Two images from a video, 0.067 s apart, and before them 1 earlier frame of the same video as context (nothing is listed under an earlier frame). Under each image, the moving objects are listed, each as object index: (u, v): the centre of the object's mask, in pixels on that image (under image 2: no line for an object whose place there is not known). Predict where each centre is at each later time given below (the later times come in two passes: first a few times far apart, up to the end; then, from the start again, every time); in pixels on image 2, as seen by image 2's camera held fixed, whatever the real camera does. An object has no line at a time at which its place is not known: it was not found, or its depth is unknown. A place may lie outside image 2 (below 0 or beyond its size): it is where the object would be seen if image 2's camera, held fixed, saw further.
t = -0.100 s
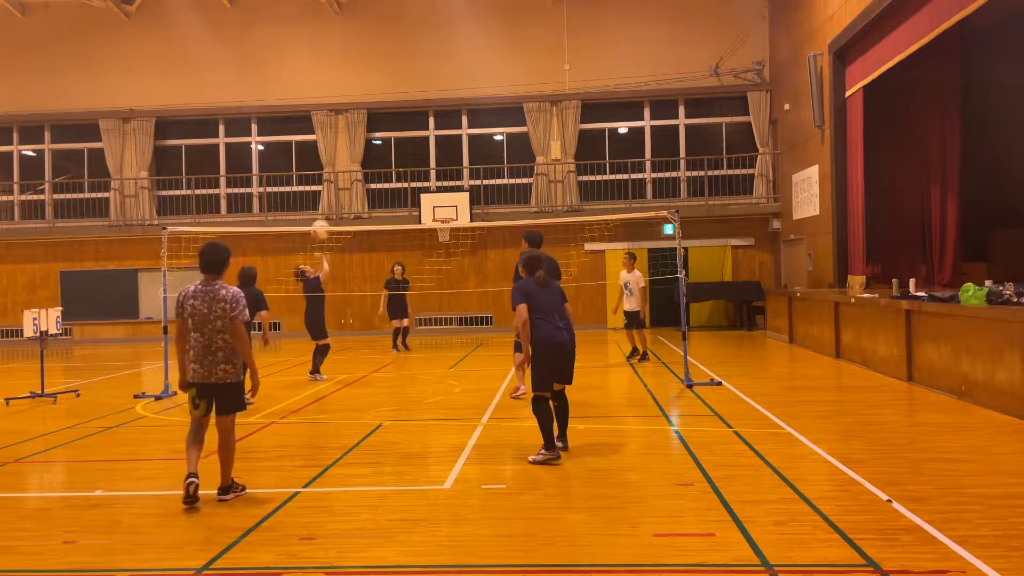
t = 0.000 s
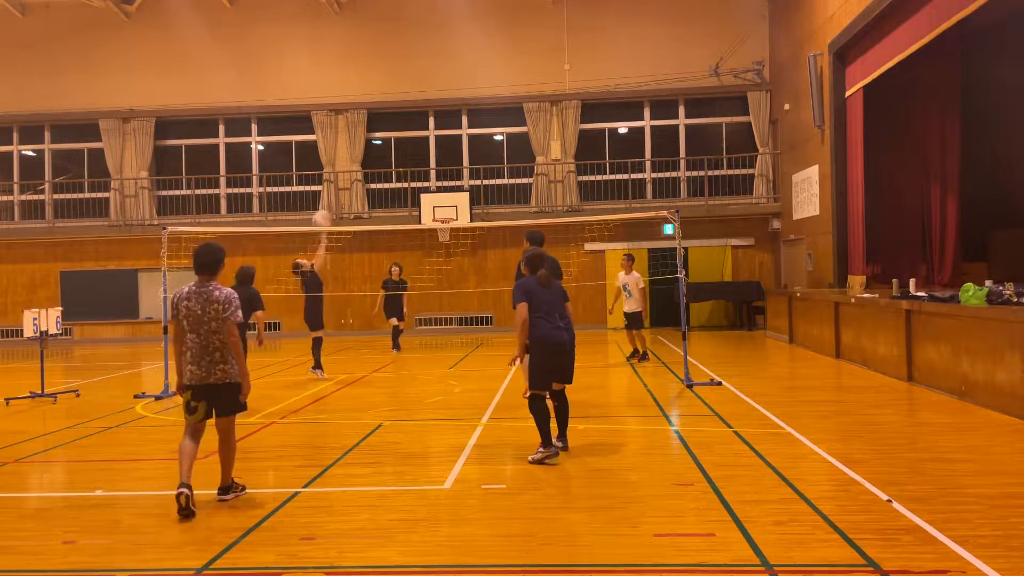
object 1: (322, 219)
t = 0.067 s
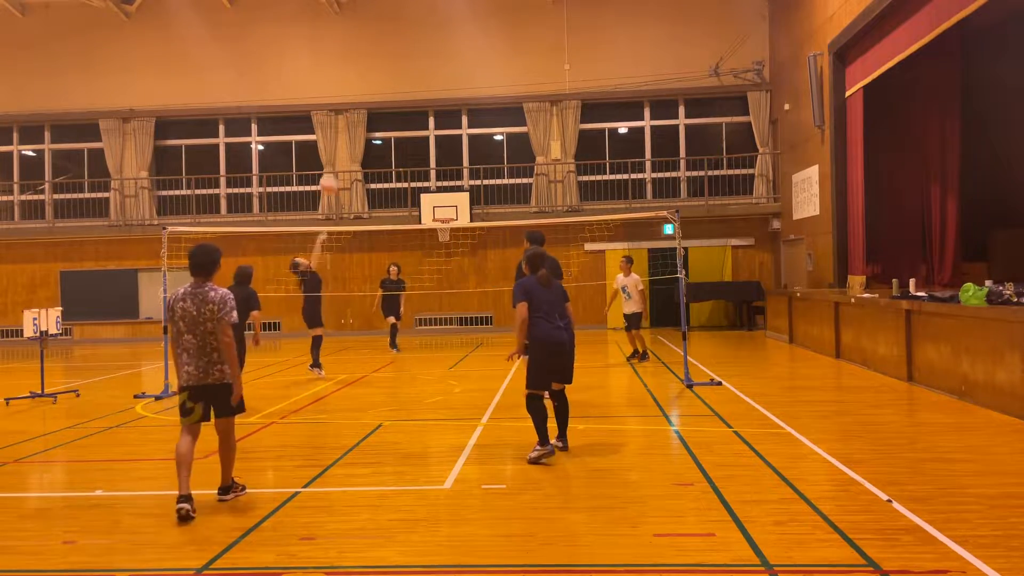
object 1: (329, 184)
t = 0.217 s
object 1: (344, 114)
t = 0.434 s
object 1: (366, 51)
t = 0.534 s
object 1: (375, 35)
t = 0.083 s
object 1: (331, 175)
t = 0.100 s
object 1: (332, 168)
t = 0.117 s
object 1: (333, 160)
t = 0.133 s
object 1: (335, 151)
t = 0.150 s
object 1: (337, 144)
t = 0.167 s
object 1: (339, 135)
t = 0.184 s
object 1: (341, 128)
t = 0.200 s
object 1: (342, 120)
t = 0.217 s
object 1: (344, 114)
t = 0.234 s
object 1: (345, 109)
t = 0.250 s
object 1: (348, 103)
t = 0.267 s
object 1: (349, 98)
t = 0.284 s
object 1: (351, 92)
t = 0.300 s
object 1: (353, 86)
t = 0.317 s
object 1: (355, 81)
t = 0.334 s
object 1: (357, 76)
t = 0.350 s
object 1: (358, 71)
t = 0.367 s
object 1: (360, 67)
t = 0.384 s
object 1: (361, 62)
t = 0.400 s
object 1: (363, 59)
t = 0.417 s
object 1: (364, 55)
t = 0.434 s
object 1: (366, 51)
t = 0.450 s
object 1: (367, 47)
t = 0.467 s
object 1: (369, 45)
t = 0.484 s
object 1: (370, 42)
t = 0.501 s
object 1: (372, 39)
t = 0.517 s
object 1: (374, 37)
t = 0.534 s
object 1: (375, 35)
